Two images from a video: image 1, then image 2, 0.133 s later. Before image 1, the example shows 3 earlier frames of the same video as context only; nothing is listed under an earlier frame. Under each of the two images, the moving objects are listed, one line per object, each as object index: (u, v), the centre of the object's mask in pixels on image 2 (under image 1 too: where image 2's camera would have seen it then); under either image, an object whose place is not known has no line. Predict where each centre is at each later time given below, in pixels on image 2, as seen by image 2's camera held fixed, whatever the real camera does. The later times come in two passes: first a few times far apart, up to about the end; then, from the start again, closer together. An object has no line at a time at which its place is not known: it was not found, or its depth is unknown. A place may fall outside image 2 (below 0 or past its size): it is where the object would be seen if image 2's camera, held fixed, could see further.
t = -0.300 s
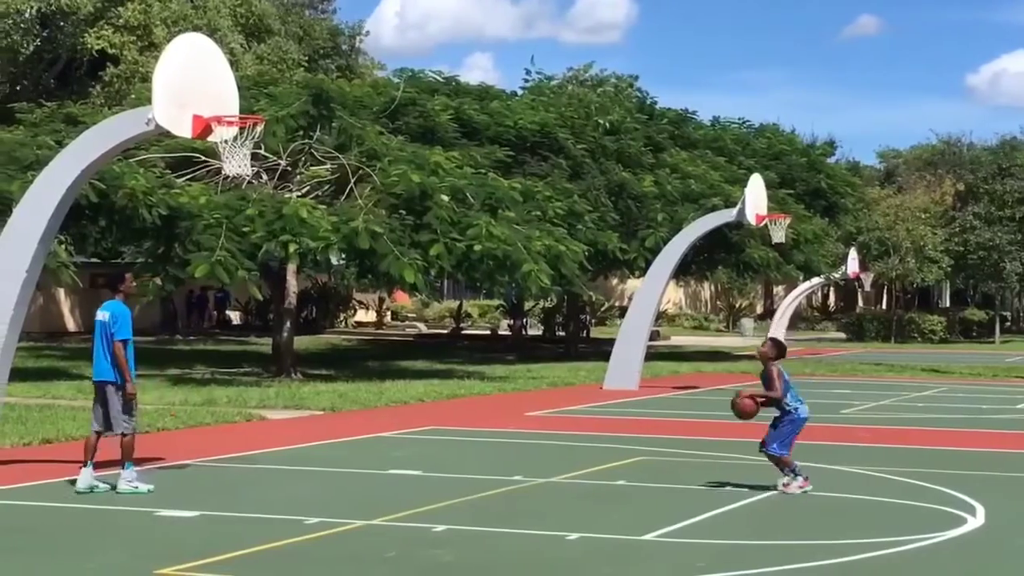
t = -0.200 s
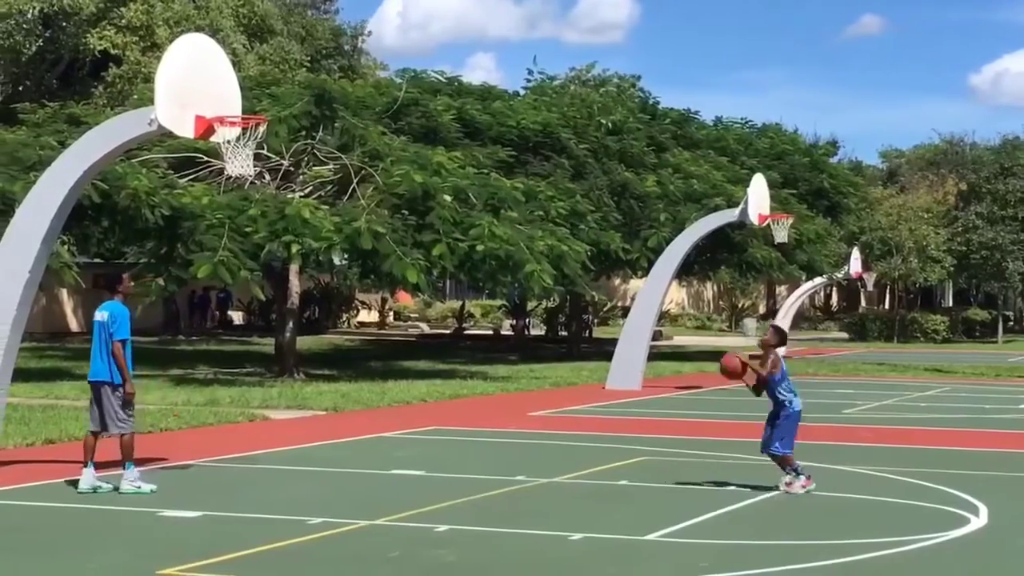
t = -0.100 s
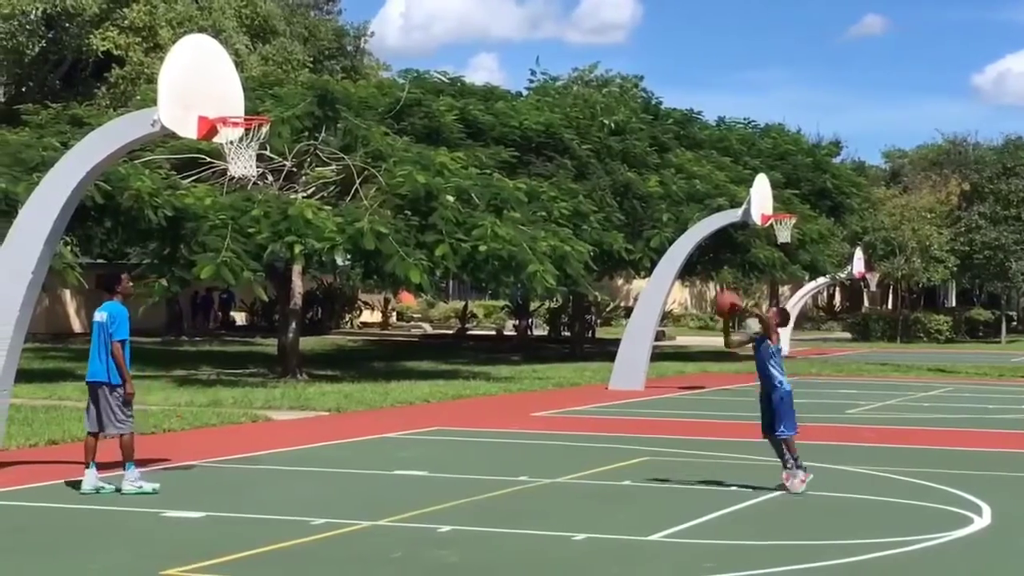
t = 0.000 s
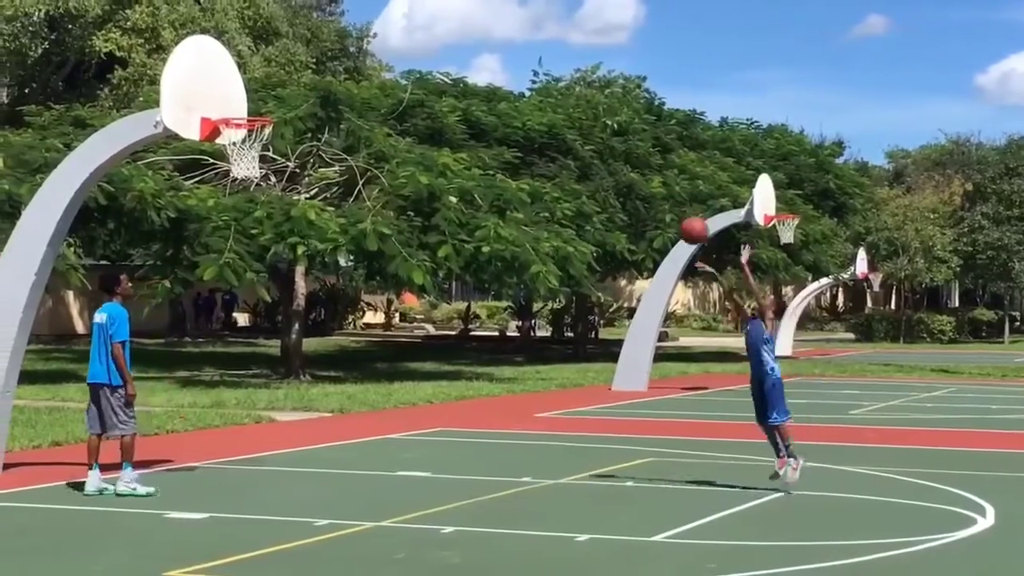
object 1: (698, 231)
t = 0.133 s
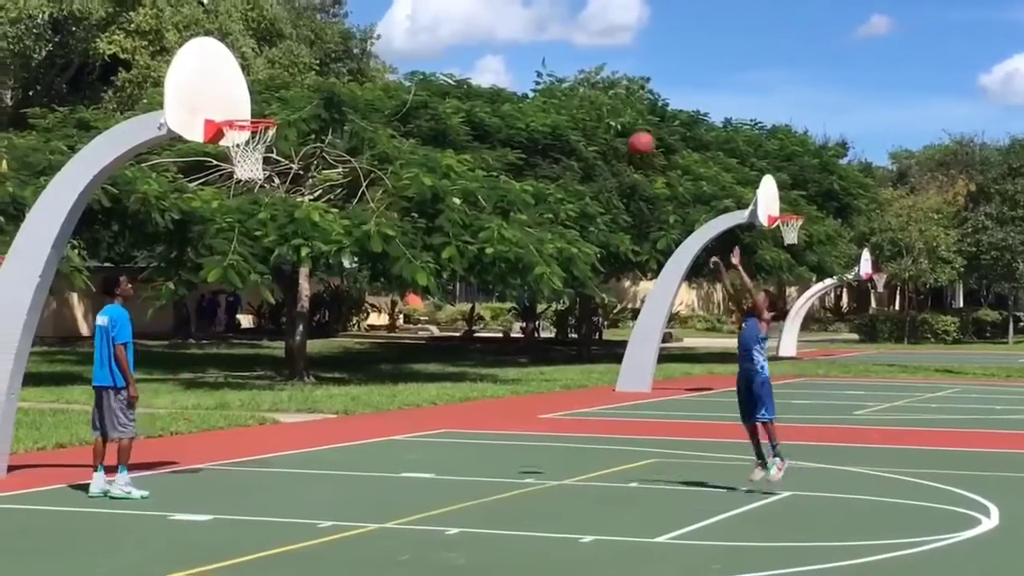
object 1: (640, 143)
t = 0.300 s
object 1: (571, 68)
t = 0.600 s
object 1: (444, 9)
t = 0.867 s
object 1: (331, 43)
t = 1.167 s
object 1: (222, 158)
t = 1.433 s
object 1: (216, 191)
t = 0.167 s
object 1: (626, 127)
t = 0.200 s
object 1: (612, 110)
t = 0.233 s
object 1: (599, 95)
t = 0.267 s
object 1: (586, 80)
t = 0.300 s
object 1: (571, 68)
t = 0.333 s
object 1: (556, 56)
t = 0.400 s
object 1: (528, 36)
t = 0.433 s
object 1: (515, 28)
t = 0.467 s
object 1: (501, 22)
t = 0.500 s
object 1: (487, 16)
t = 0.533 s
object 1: (473, 12)
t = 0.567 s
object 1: (459, 10)
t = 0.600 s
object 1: (444, 9)
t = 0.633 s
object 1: (430, 9)
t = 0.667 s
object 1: (416, 10)
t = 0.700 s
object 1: (402, 12)
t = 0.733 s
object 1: (387, 16)
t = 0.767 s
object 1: (373, 20)
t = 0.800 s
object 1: (360, 27)
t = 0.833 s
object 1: (345, 33)
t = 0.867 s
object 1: (331, 43)
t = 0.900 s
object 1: (318, 54)
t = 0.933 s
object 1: (303, 65)
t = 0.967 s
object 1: (290, 78)
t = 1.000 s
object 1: (276, 92)
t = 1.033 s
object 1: (261, 107)
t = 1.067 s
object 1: (247, 123)
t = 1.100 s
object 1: (233, 139)
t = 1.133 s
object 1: (225, 144)
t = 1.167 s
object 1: (222, 158)
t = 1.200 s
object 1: (224, 153)
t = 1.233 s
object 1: (221, 153)
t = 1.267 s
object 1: (219, 155)
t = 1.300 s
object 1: (219, 160)
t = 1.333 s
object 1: (219, 166)
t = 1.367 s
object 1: (218, 172)
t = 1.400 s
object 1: (217, 182)
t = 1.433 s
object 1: (216, 191)
